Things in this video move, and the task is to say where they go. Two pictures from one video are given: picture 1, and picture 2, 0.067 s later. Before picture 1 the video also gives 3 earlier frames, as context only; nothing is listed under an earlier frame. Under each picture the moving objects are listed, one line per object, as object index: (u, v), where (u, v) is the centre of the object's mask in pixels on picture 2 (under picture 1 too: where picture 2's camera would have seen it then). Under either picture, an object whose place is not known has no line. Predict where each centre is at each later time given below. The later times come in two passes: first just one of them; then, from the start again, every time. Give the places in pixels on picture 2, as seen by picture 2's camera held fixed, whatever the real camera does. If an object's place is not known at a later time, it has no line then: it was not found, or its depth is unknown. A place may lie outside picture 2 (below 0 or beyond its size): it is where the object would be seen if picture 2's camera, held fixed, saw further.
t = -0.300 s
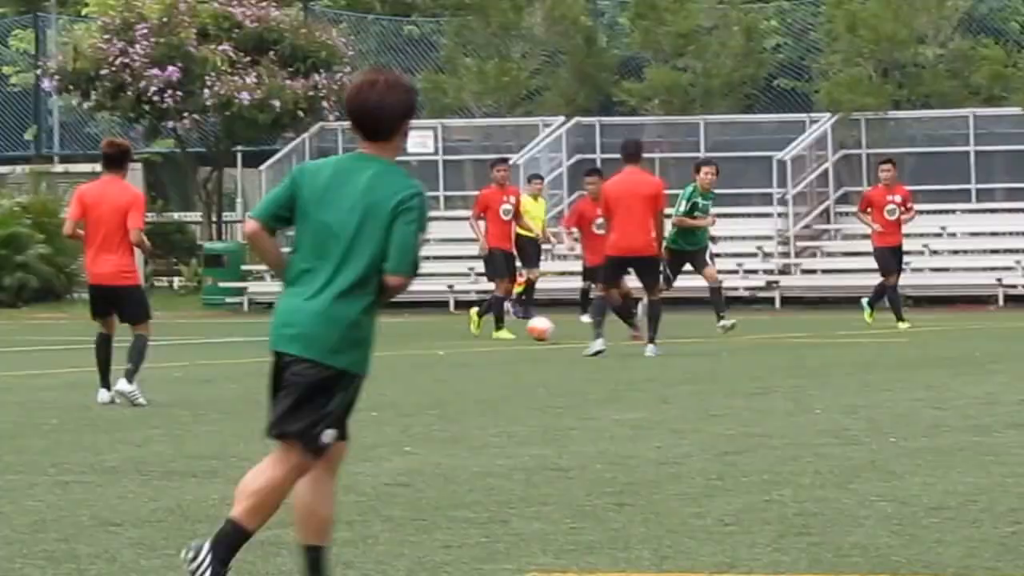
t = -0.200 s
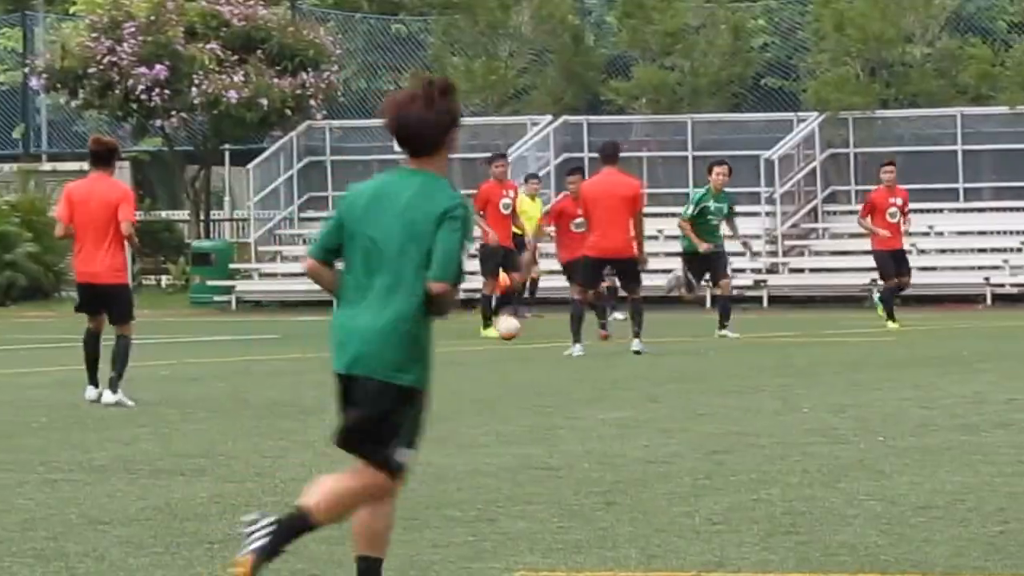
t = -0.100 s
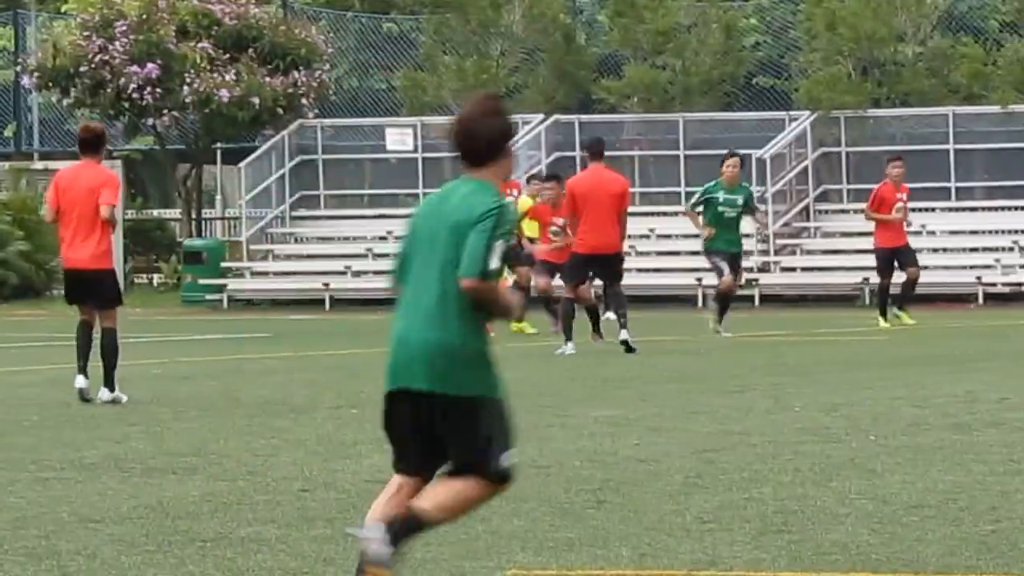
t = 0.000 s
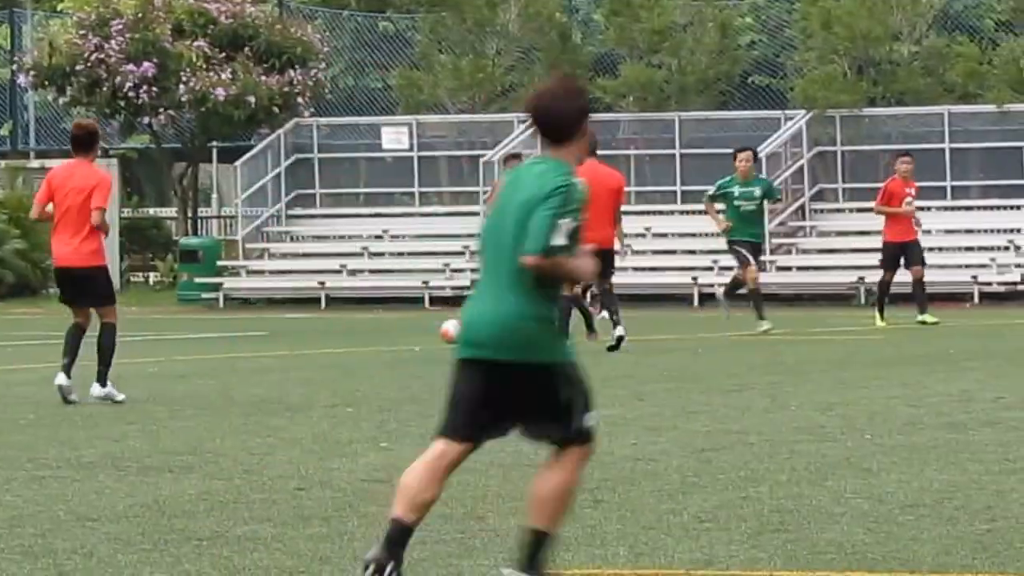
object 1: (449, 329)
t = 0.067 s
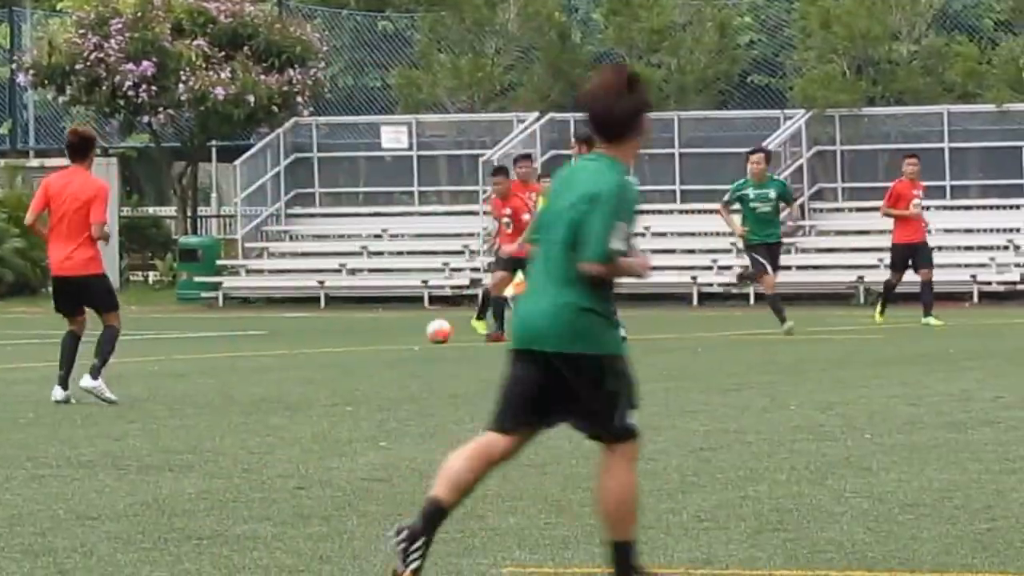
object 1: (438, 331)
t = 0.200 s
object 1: (412, 333)
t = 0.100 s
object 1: (432, 331)
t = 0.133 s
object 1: (425, 331)
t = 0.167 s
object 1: (418, 332)
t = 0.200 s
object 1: (412, 333)
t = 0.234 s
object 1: (405, 333)
